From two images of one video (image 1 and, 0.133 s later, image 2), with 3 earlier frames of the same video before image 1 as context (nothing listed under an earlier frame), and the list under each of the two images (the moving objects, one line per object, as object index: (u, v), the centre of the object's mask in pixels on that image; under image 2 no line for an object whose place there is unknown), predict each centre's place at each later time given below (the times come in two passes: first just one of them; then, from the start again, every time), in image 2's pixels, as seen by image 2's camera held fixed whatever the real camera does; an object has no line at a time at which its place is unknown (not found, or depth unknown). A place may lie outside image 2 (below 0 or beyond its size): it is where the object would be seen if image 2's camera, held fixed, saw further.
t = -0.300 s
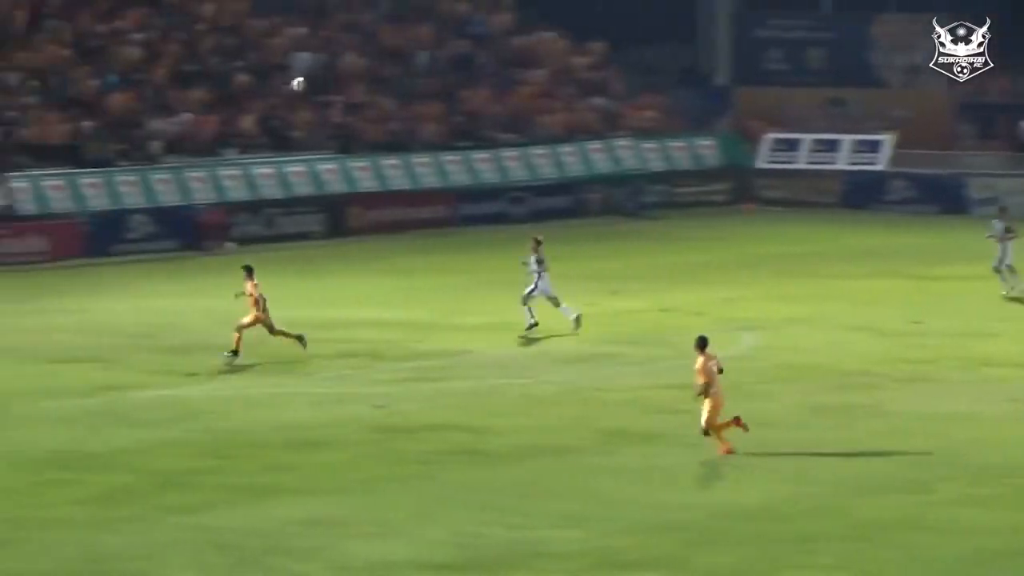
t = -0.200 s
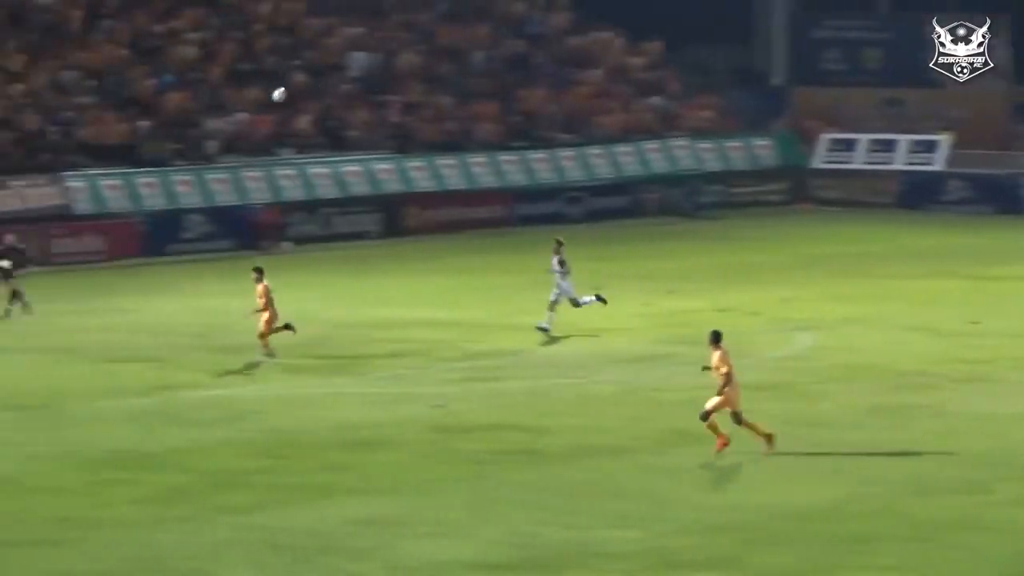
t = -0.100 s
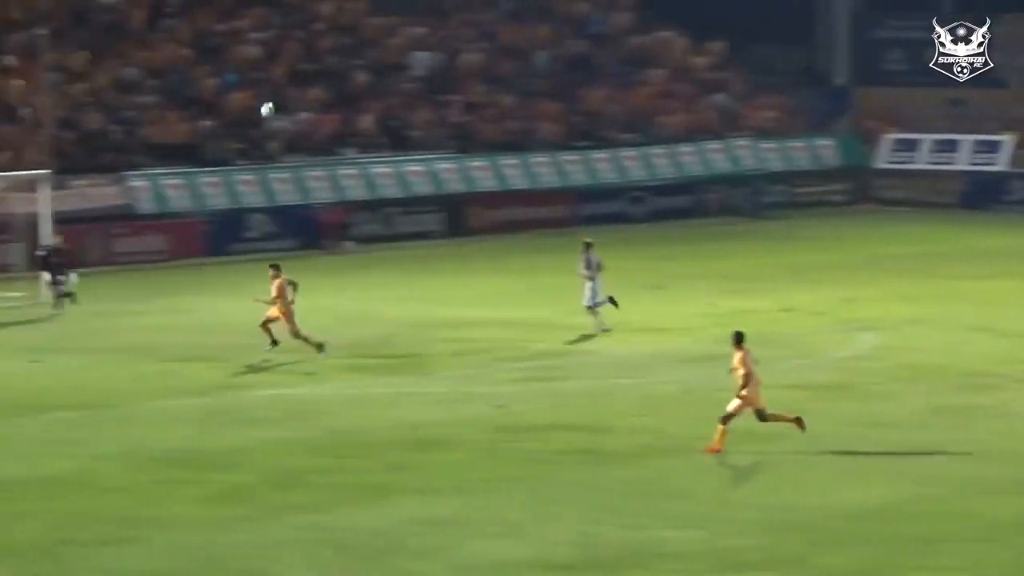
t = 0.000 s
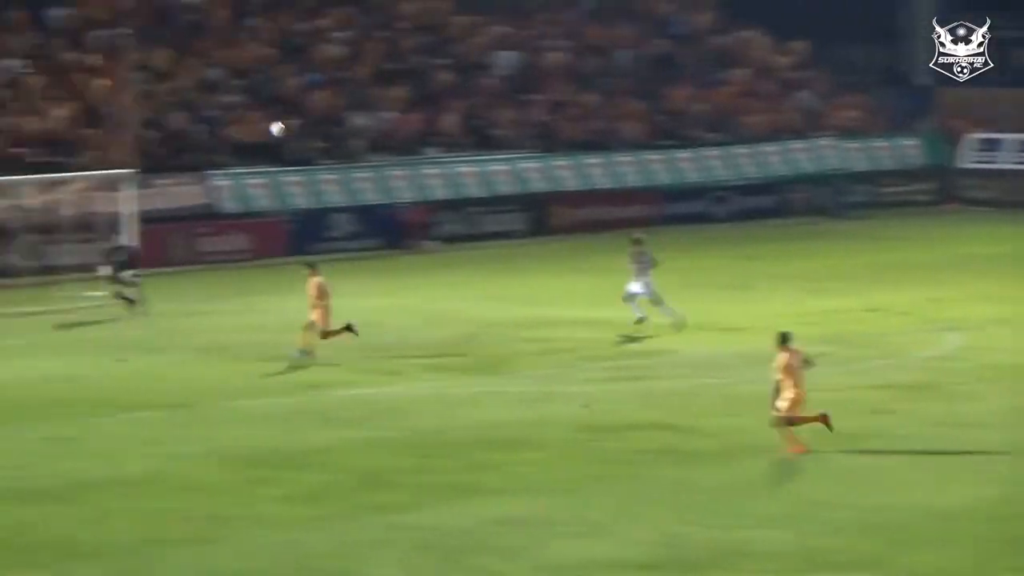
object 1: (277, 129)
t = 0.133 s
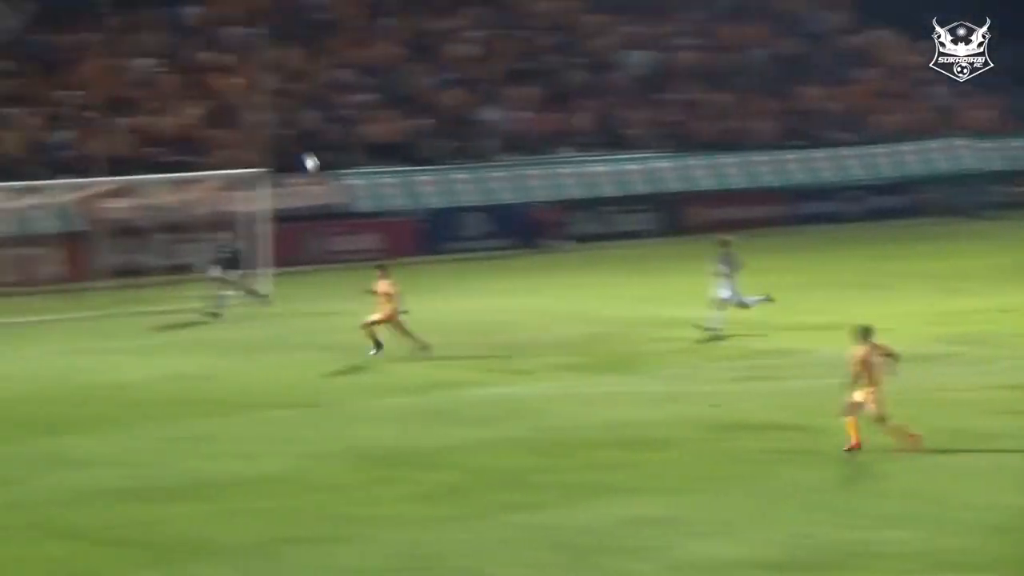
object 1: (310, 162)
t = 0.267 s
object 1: (228, 204)
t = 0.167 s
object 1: (293, 173)
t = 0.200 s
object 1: (268, 182)
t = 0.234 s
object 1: (241, 193)
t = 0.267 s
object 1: (228, 204)
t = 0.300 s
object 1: (204, 216)
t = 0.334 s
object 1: (179, 231)
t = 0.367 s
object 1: (161, 243)
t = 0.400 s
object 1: (138, 256)
